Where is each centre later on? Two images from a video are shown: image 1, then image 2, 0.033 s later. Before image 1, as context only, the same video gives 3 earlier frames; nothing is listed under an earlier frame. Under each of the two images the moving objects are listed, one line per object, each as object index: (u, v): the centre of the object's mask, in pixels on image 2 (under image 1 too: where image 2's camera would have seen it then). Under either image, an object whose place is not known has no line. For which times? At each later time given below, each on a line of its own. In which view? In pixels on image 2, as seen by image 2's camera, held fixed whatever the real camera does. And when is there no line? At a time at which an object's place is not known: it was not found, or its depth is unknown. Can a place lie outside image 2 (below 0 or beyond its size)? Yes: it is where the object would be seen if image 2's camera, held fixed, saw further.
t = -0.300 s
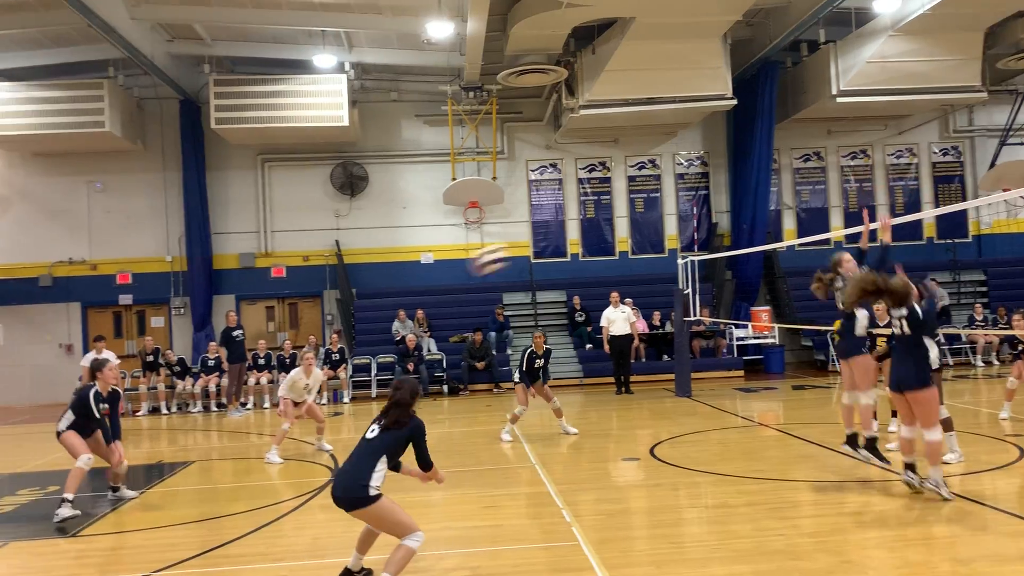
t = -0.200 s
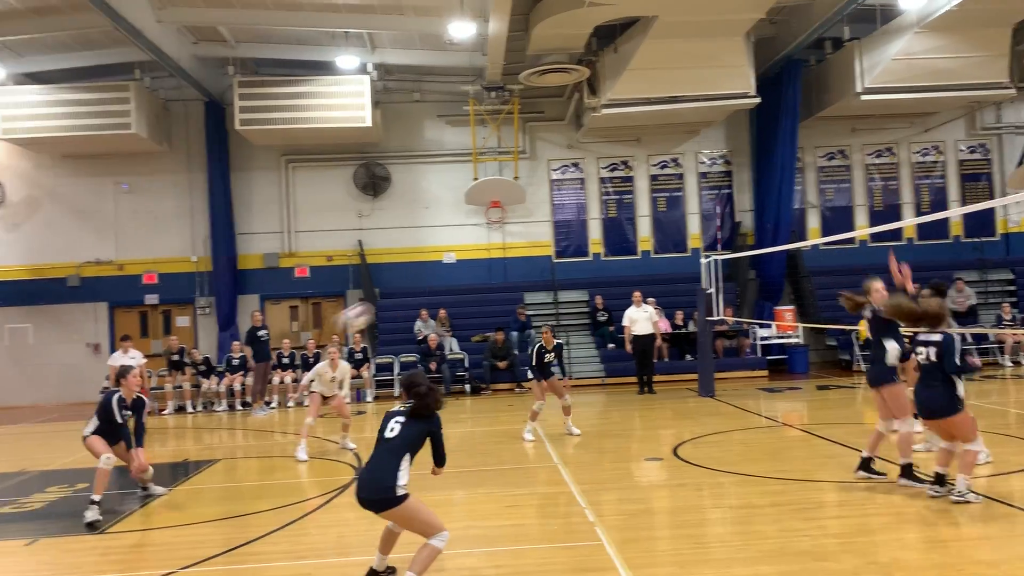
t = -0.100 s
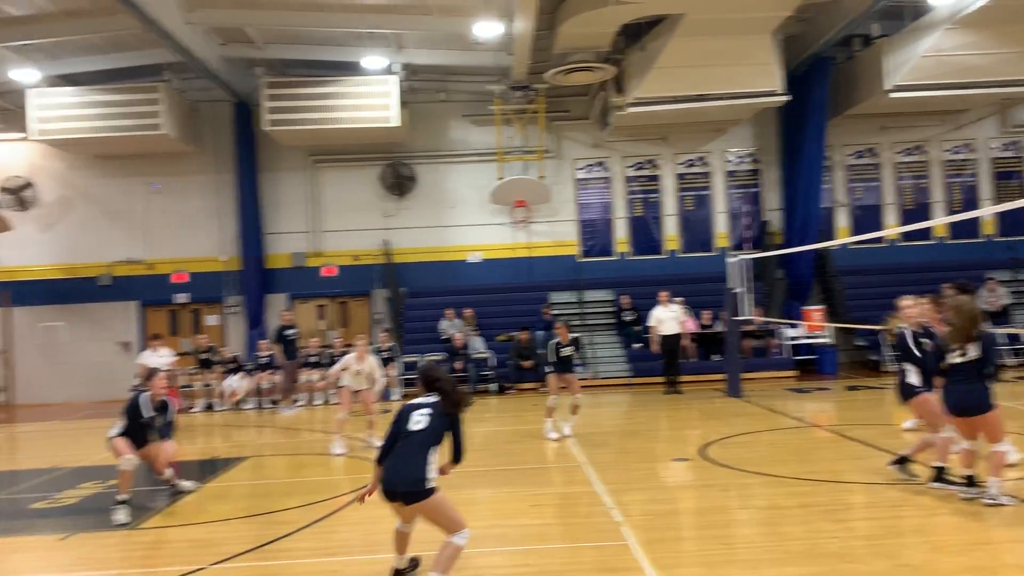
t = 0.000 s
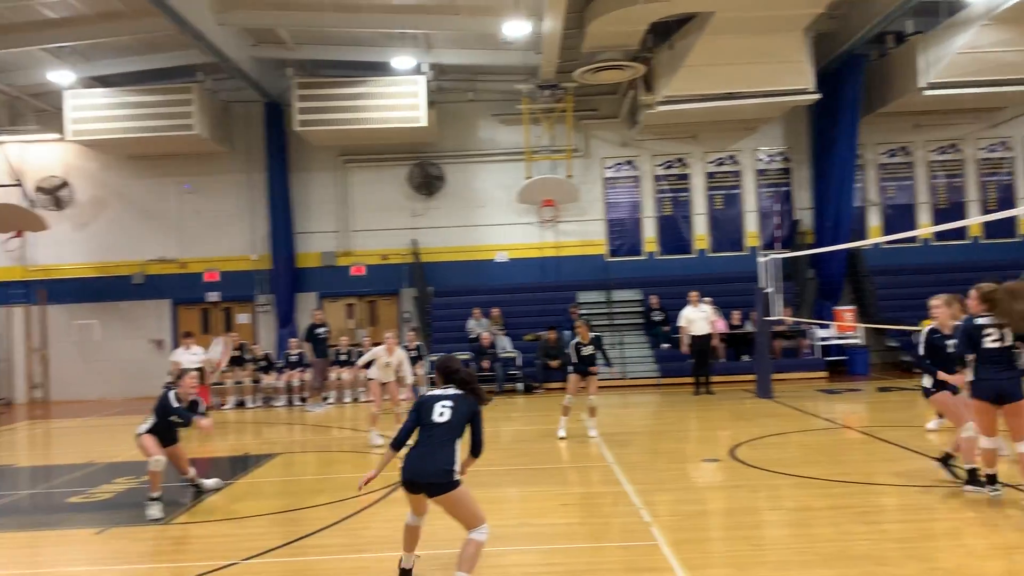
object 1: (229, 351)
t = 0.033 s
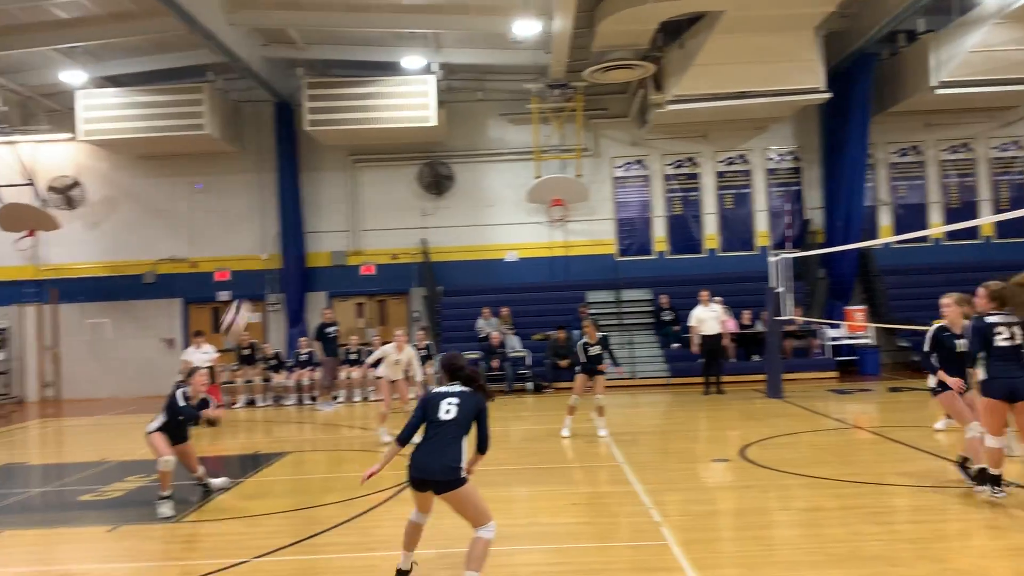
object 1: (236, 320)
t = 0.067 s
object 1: (244, 283)
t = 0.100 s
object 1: (253, 247)
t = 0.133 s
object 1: (260, 216)
